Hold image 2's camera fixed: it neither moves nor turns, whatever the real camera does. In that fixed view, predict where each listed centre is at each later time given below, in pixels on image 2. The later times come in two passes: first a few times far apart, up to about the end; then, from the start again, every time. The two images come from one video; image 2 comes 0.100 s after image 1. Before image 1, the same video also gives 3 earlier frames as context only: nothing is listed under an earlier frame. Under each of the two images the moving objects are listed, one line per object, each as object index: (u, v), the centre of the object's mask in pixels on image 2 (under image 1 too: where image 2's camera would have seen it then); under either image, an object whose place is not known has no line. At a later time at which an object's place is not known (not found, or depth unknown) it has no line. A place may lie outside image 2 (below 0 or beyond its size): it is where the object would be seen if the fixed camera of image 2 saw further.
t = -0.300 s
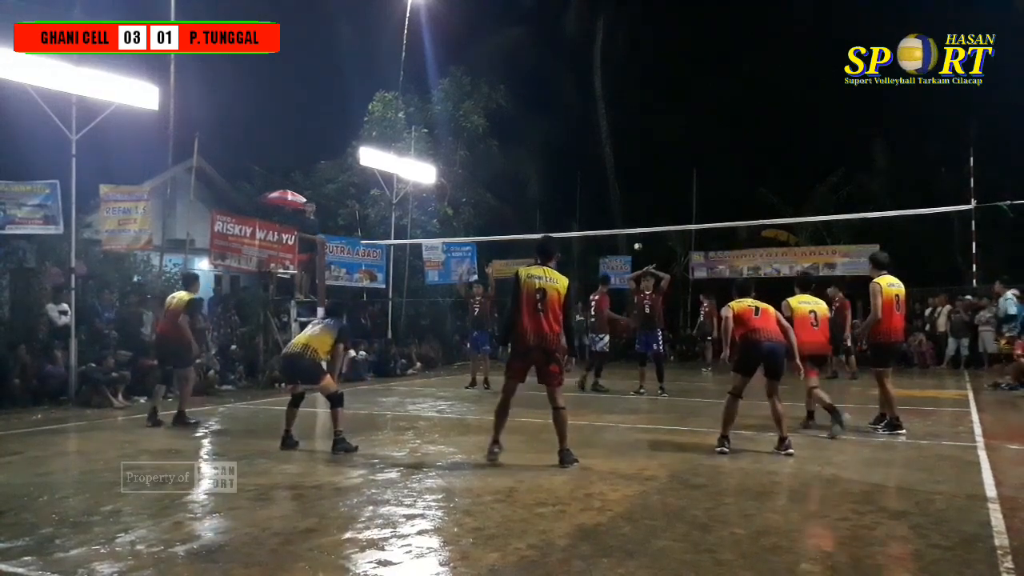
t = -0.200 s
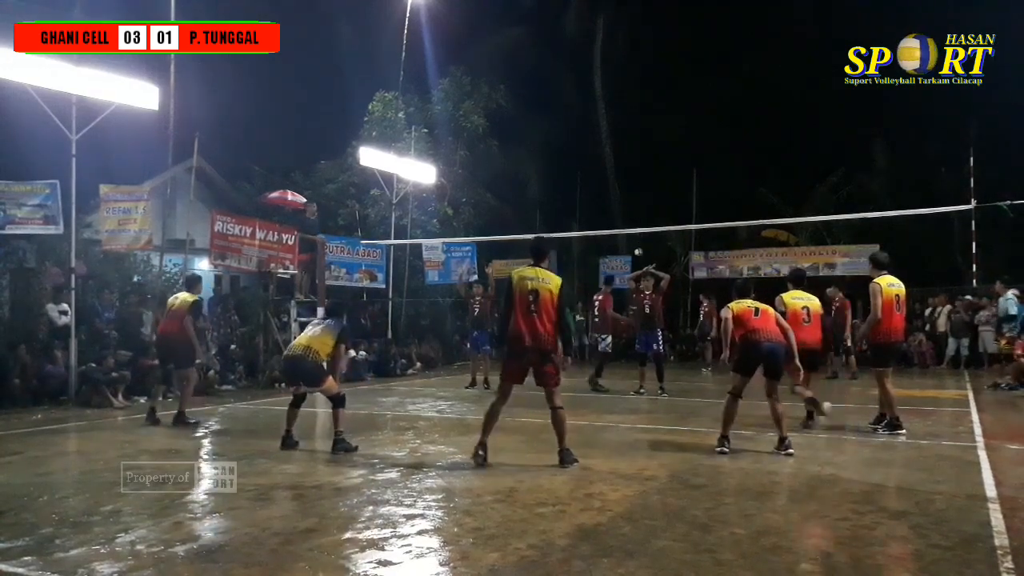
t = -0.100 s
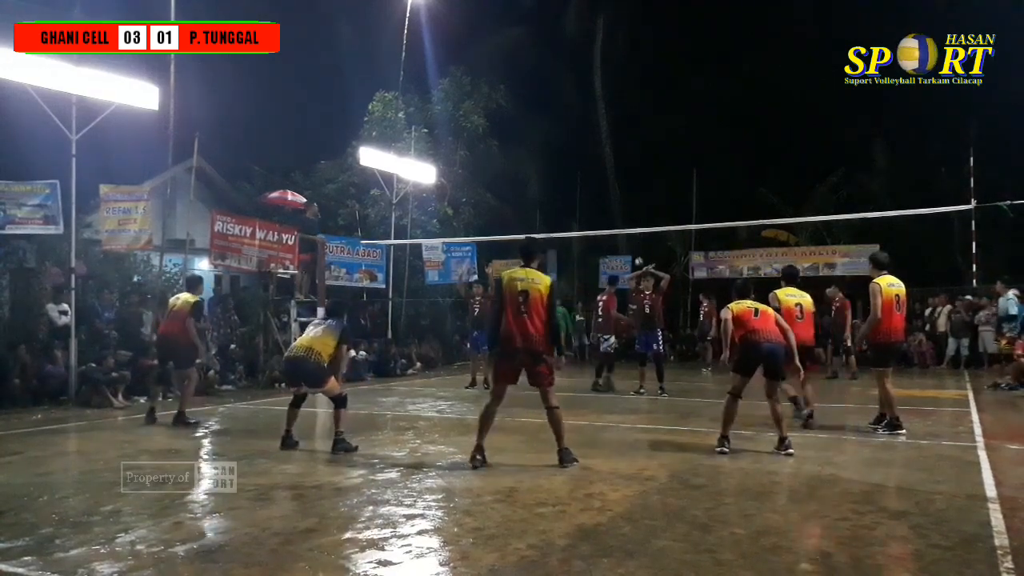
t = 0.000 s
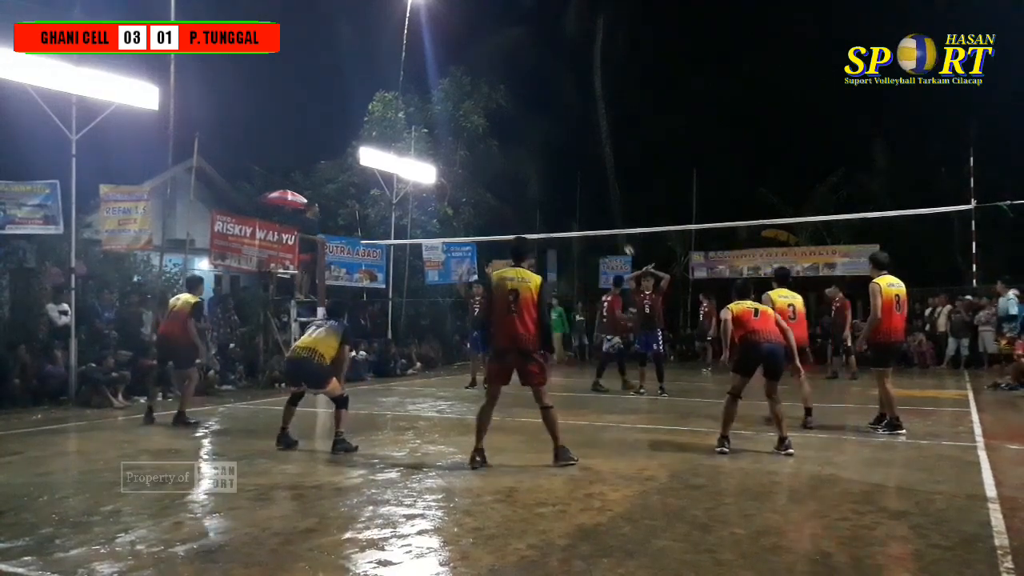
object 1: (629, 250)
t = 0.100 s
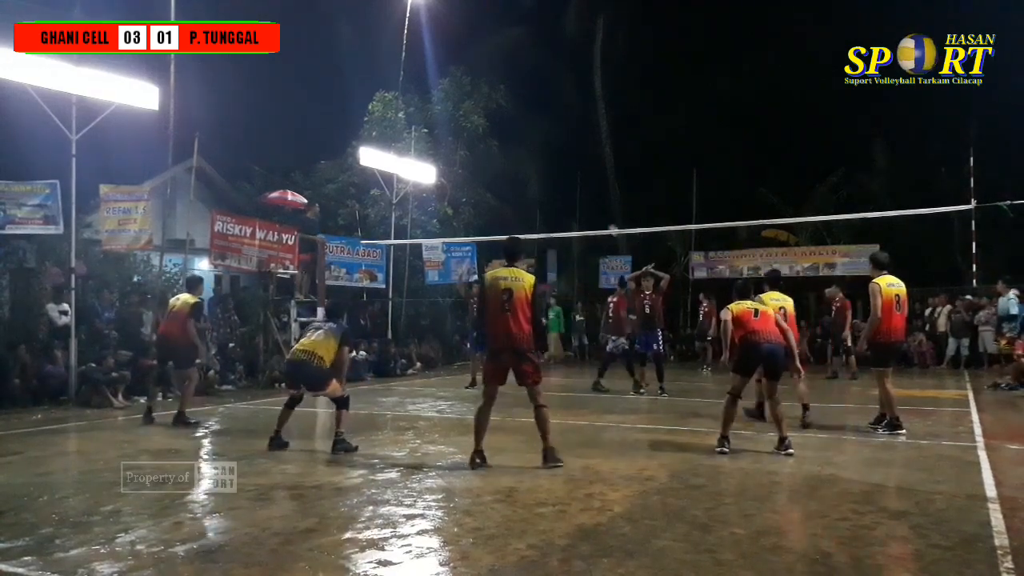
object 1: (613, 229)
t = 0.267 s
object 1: (583, 201)
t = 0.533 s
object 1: (516, 171)
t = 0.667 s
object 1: (476, 168)
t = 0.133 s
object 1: (608, 224)
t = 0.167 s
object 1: (603, 218)
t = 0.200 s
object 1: (596, 212)
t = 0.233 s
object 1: (590, 206)
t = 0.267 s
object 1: (583, 201)
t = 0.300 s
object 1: (576, 196)
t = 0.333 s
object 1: (568, 191)
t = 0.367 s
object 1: (561, 187)
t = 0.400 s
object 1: (552, 183)
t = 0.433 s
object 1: (544, 180)
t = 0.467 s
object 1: (535, 176)
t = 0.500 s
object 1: (526, 173)
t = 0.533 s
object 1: (516, 171)
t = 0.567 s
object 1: (507, 170)
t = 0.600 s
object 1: (497, 169)
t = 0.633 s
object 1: (486, 168)
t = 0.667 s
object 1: (476, 168)
